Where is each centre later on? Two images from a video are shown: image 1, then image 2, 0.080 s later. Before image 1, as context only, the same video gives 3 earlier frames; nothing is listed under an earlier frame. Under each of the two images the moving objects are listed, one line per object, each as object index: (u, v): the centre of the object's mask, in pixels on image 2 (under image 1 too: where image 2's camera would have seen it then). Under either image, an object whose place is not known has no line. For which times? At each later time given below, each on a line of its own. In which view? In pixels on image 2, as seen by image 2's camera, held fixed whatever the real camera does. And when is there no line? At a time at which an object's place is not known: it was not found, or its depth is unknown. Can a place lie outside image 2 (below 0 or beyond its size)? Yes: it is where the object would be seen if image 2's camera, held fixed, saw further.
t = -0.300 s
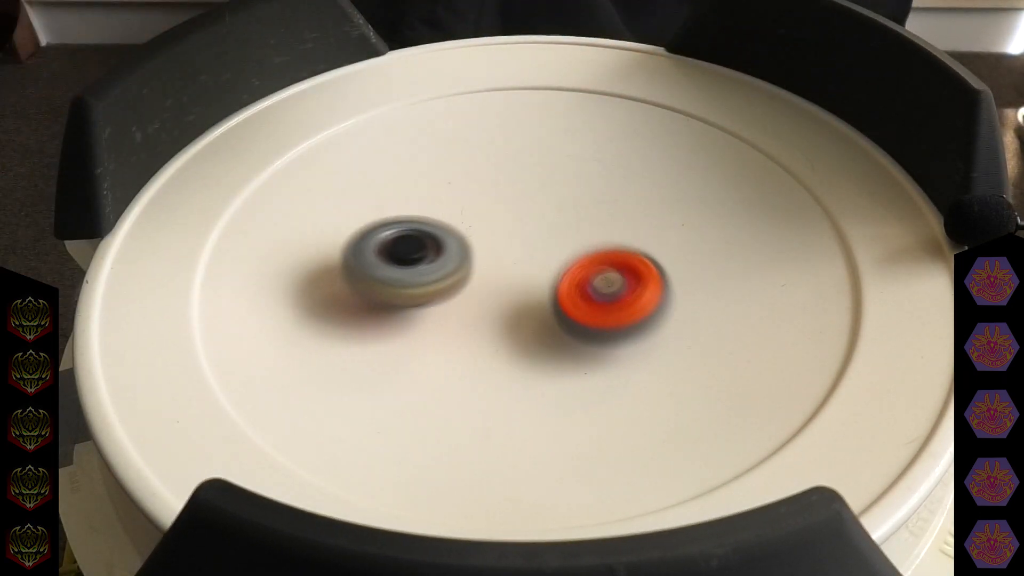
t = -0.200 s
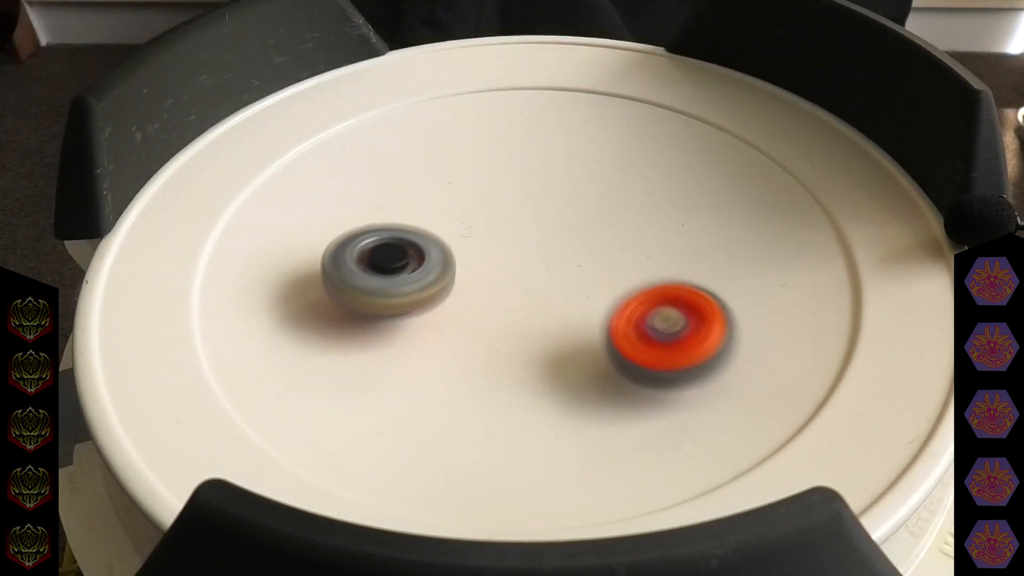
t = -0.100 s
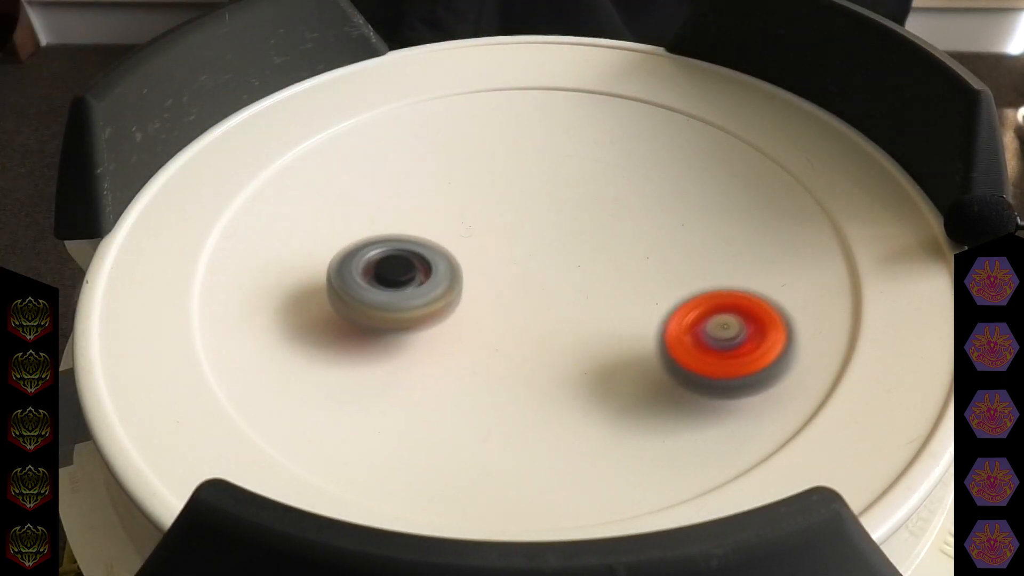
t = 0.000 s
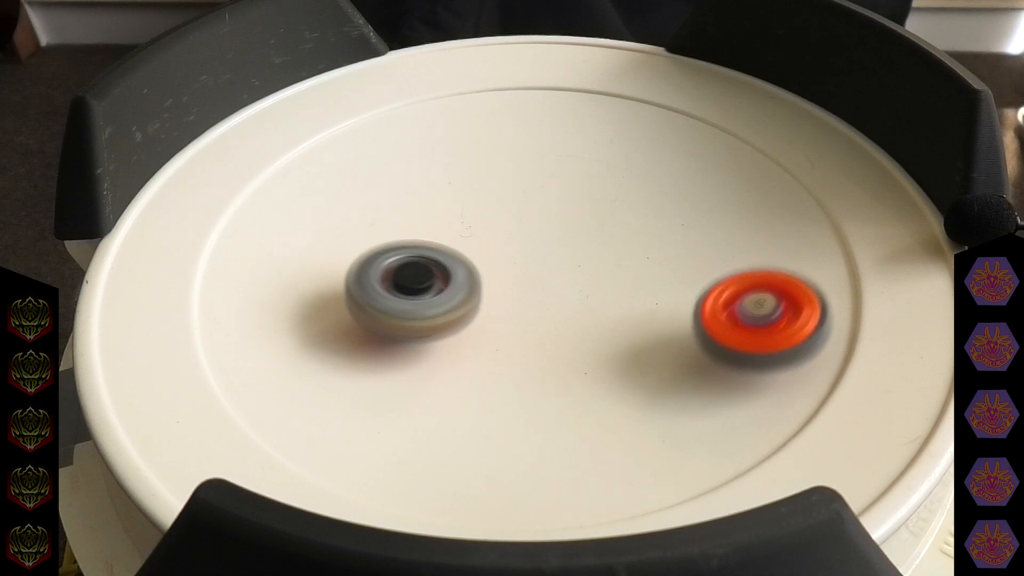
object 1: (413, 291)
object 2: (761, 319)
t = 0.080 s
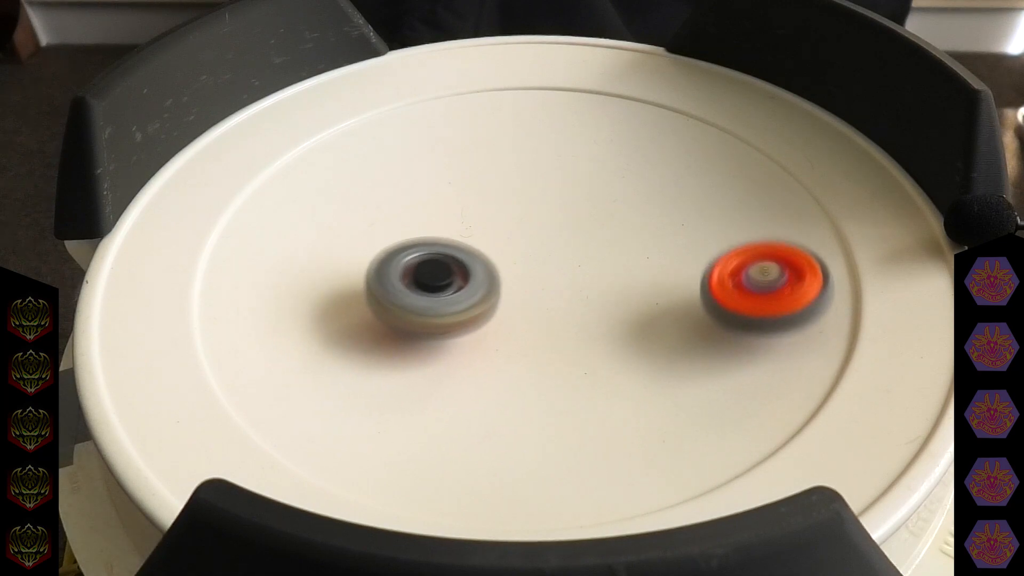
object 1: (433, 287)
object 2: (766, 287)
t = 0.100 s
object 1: (438, 286)
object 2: (763, 277)
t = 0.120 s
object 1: (443, 284)
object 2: (760, 268)
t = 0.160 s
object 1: (454, 279)
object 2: (748, 249)
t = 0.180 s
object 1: (459, 276)
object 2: (738, 239)
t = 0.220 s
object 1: (469, 269)
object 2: (709, 223)
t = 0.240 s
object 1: (473, 266)
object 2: (691, 217)
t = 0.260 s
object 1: (476, 262)
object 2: (670, 212)
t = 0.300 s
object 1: (483, 254)
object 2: (625, 207)
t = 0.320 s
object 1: (485, 251)
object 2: (600, 207)
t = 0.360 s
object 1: (434, 258)
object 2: (599, 181)
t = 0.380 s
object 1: (390, 268)
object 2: (618, 165)
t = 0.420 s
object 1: (308, 282)
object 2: (648, 129)
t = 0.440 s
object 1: (267, 290)
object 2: (660, 115)
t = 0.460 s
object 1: (235, 294)
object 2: (667, 102)
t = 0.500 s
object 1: (183, 295)
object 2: (674, 86)
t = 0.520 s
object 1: (167, 295)
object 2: (669, 85)
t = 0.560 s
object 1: (141, 311)
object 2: (646, 95)
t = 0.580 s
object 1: (138, 312)
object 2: (629, 104)
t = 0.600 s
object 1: (136, 320)
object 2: (610, 111)
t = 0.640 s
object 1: (141, 327)
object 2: (568, 133)
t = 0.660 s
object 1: (149, 334)
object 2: (544, 144)
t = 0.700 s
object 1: (175, 345)
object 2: (495, 172)
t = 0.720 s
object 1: (189, 348)
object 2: (468, 187)
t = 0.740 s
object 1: (209, 349)
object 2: (444, 203)
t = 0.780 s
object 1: (249, 364)
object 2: (396, 236)
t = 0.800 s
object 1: (272, 364)
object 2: (376, 254)
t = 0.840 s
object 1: (313, 372)
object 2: (350, 284)
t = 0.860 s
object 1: (295, 396)
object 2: (382, 244)
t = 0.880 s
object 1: (287, 423)
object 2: (416, 196)
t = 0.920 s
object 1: (390, 405)
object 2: (489, 121)
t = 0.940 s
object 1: (451, 405)
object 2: (523, 97)
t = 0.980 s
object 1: (583, 435)
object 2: (580, 79)
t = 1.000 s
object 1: (647, 458)
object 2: (604, 59)
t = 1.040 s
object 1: (735, 425)
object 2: (632, 25)
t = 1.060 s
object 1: (766, 377)
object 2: (643, 22)
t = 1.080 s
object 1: (798, 340)
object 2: (645, 22)
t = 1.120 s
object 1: (843, 297)
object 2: (630, 30)
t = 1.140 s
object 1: (857, 290)
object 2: (618, 29)
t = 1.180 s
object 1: (842, 208)
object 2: (592, 40)
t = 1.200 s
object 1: (828, 175)
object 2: (578, 45)
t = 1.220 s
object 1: (808, 148)
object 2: (561, 54)
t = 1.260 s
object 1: (772, 129)
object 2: (526, 79)
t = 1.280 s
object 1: (743, 106)
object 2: (505, 94)
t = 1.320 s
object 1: (672, 78)
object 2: (462, 125)
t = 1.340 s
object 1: (637, 74)
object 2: (439, 143)
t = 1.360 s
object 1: (601, 60)
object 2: (416, 161)
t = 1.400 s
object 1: (536, 46)
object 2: (373, 203)
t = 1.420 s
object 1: (505, 43)
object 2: (353, 222)
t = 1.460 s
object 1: (445, 40)
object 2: (323, 266)
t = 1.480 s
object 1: (418, 40)
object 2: (312, 286)
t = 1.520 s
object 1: (394, 57)
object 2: (297, 333)
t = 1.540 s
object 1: (384, 76)
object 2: (298, 355)
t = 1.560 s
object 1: (377, 97)
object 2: (304, 375)
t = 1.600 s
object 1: (364, 136)
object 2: (327, 418)
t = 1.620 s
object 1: (359, 157)
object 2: (345, 442)
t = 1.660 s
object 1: (353, 197)
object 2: (398, 471)
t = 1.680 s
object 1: (352, 215)
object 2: (439, 473)
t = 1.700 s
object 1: (353, 235)
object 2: (481, 469)
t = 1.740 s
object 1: (359, 272)
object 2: (558, 458)
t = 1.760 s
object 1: (365, 290)
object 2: (596, 449)
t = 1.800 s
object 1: (385, 324)
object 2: (664, 422)
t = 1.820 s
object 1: (398, 338)
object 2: (693, 408)
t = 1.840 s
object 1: (413, 349)
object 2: (720, 394)
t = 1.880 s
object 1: (446, 368)
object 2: (766, 355)
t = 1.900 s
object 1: (464, 374)
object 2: (780, 333)
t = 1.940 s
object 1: (503, 380)
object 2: (792, 293)
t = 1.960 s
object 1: (522, 379)
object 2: (792, 272)
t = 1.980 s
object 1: (541, 377)
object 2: (786, 253)
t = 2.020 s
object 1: (575, 366)
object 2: (764, 219)
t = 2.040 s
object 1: (591, 360)
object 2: (747, 204)
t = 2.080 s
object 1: (617, 348)
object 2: (704, 178)
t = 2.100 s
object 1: (627, 339)
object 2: (679, 169)
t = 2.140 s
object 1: (641, 322)
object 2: (628, 153)
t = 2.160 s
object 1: (645, 314)
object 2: (601, 147)
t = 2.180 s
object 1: (647, 306)
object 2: (574, 144)
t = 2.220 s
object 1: (649, 290)
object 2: (520, 140)
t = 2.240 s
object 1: (648, 283)
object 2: (491, 141)
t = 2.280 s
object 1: (644, 268)
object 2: (437, 146)
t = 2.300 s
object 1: (641, 261)
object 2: (412, 150)
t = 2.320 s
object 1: (638, 254)
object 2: (386, 157)
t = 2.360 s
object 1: (630, 243)
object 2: (336, 176)
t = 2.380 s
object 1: (624, 237)
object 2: (315, 183)
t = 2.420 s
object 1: (611, 228)
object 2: (269, 209)
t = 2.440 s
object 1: (603, 224)
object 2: (246, 228)
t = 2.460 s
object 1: (594, 221)
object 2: (227, 245)
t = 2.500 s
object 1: (577, 217)
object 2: (198, 279)
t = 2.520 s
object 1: (567, 215)
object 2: (189, 296)
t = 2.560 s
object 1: (550, 213)
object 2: (221, 332)
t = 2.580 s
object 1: (541, 213)
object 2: (245, 353)
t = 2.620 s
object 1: (524, 214)
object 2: (297, 387)
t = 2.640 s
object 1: (517, 215)
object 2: (326, 409)
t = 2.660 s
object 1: (509, 216)
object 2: (357, 425)
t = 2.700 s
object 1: (496, 220)
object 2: (428, 447)
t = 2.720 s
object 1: (489, 223)
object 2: (469, 453)
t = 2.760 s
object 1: (479, 229)
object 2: (550, 451)
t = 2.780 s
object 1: (474, 232)
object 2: (584, 443)
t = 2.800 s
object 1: (469, 236)
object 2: (619, 430)
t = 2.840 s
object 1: (462, 243)
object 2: (675, 393)
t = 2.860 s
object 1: (459, 247)
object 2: (693, 371)
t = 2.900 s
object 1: (455, 255)
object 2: (714, 327)
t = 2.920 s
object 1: (454, 259)
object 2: (717, 304)
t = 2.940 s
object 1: (453, 262)
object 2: (716, 282)
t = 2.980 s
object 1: (453, 269)
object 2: (704, 243)
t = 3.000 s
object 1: (453, 273)
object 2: (693, 224)
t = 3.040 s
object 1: (454, 279)
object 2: (665, 192)
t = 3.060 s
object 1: (455, 282)
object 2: (648, 177)
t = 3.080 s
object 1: (457, 285)
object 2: (630, 165)
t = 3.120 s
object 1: (461, 290)
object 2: (591, 143)
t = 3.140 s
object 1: (463, 293)
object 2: (572, 133)
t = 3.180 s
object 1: (469, 297)
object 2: (527, 120)
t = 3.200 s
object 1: (472, 299)
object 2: (503, 113)
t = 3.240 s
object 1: (480, 301)
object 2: (460, 110)
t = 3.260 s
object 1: (484, 301)
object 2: (440, 109)
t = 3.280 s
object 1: (488, 301)
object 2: (417, 111)
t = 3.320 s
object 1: (497, 300)
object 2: (372, 118)
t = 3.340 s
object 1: (501, 299)
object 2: (351, 122)
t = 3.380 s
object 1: (509, 296)
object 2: (308, 135)
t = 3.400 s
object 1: (513, 294)
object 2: (287, 145)
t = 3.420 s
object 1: (517, 293)
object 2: (266, 156)
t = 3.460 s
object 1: (524, 287)
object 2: (233, 180)
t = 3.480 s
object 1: (527, 284)
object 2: (230, 196)
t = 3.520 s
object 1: (533, 278)
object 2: (233, 239)
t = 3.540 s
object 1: (535, 274)
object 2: (237, 260)
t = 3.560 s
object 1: (537, 271)
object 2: (244, 278)
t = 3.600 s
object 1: (538, 264)
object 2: (268, 317)
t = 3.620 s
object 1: (539, 260)
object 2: (288, 335)
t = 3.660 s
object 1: (538, 253)
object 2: (344, 366)
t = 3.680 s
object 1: (538, 250)
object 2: (377, 379)
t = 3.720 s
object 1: (536, 243)
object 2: (452, 392)
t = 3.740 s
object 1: (534, 240)
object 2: (488, 391)
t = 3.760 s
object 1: (533, 237)
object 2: (526, 387)
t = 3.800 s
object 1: (529, 230)
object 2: (594, 366)
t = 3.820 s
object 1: (527, 227)
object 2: (621, 353)
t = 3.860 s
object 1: (522, 222)
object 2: (668, 320)
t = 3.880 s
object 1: (519, 220)
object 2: (683, 302)
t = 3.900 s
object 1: (516, 218)
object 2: (692, 284)
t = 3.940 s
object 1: (509, 215)
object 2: (702, 252)
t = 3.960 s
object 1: (506, 214)
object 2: (701, 234)
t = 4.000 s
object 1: (499, 212)
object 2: (694, 201)
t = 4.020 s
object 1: (496, 211)
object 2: (688, 186)
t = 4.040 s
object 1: (493, 211)
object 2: (681, 172)
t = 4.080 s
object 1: (486, 211)
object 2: (658, 143)
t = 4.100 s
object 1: (483, 212)
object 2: (645, 130)
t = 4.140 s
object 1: (478, 213)
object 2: (616, 111)
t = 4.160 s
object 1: (475, 213)
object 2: (601, 104)
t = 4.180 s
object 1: (473, 215)
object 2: (584, 96)
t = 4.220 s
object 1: (469, 217)
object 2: (548, 86)
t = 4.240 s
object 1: (467, 218)
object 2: (529, 81)
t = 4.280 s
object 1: (466, 222)
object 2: (491, 77)
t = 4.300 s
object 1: (466, 225)
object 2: (473, 77)
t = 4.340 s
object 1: (467, 229)
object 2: (432, 79)
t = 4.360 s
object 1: (469, 231)
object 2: (410, 83)
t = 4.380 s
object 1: (471, 233)
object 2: (388, 87)
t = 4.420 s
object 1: (476, 236)
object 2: (346, 103)
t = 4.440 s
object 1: (479, 238)
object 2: (325, 116)
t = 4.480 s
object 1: (487, 240)
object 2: (291, 146)
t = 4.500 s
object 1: (490, 241)
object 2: (278, 164)
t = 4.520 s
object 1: (495, 242)
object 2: (269, 183)
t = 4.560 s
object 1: (503, 243)
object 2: (265, 227)
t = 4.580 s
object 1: (507, 243)
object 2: (271, 250)
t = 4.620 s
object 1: (517, 243)
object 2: (300, 296)
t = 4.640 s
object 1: (521, 243)
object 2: (322, 318)
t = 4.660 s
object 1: (525, 242)
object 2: (350, 339)
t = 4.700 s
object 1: (533, 240)
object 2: (415, 370)
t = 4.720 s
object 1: (536, 238)
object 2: (453, 382)
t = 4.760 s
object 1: (542, 235)
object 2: (534, 394)
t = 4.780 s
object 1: (545, 234)
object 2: (572, 393)
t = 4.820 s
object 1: (549, 230)
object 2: (646, 376)
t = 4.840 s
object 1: (550, 228)
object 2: (675, 363)
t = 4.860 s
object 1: (552, 227)
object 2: (700, 353)
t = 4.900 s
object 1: (554, 223)
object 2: (734, 323)
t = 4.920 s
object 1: (555, 221)
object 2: (749, 302)
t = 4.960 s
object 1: (555, 218)
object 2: (770, 267)
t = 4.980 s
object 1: (554, 217)
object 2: (776, 248)
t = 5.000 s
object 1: (553, 215)
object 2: (777, 233)
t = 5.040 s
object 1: (550, 212)
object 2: (773, 198)
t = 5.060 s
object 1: (548, 210)
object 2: (769, 183)
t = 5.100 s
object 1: (544, 208)
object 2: (757, 152)
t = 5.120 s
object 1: (541, 207)
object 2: (748, 140)
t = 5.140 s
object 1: (539, 207)
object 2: (737, 127)
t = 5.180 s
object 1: (533, 207)
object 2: (709, 104)
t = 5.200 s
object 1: (530, 208)
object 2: (692, 94)
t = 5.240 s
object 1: (524, 210)
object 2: (655, 80)
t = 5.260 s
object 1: (521, 212)
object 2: (635, 76)
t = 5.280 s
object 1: (519, 213)
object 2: (611, 73)
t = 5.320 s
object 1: (516, 218)
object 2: (562, 70)
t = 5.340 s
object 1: (514, 220)
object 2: (537, 73)
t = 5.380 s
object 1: (513, 225)
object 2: (483, 83)
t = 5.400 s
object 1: (513, 227)
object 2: (458, 92)
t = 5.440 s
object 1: (512, 233)
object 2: (411, 113)
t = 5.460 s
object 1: (512, 235)
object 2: (389, 128)
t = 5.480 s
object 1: (513, 238)
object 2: (370, 143)
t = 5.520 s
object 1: (515, 244)
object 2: (339, 180)
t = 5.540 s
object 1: (516, 246)
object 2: (329, 201)
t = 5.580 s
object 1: (520, 252)
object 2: (316, 244)
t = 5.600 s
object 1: (522, 254)
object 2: (315, 268)
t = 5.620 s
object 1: (525, 256)
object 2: (317, 291)
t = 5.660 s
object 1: (529, 260)
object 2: (335, 336)
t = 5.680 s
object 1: (532, 262)
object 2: (351, 358)
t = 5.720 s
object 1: (537, 265)
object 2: (391, 397)
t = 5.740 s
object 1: (540, 266)
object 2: (419, 412)
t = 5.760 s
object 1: (542, 267)
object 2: (452, 427)
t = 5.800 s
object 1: (547, 268)
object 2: (521, 444)
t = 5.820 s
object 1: (550, 268)
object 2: (555, 446)
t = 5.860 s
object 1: (554, 268)
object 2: (625, 440)
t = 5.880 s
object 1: (556, 268)
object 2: (657, 434)
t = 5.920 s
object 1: (560, 267)
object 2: (712, 414)
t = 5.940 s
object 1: (562, 266)
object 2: (736, 401)
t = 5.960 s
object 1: (564, 265)
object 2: (756, 383)
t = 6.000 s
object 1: (566, 263)
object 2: (783, 352)
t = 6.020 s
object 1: (567, 262)
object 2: (795, 336)
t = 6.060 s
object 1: (568, 259)
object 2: (810, 302)
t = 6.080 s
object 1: (568, 257)
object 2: (814, 280)
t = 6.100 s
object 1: (567, 256)
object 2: (813, 266)
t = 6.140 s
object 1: (564, 252)
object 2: (805, 231)
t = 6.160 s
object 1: (562, 251)
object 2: (797, 216)
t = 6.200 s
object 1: (557, 248)
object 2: (774, 190)
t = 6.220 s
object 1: (554, 248)
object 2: (759, 177)
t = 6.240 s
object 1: (551, 247)
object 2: (739, 168)
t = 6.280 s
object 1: (545, 247)
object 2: (693, 146)
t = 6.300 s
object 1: (541, 246)
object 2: (667, 141)
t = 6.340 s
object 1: (535, 247)
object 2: (613, 134)
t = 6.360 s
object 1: (532, 247)
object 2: (585, 133)
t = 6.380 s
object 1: (529, 247)
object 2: (555, 133)
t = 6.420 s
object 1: (523, 247)
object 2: (498, 139)
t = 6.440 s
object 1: (520, 247)
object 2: (470, 144)
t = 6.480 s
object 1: (515, 248)
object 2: (416, 159)
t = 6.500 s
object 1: (512, 248)
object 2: (390, 169)
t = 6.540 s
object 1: (506, 249)
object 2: (348, 190)
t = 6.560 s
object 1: (503, 250)
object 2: (327, 204)
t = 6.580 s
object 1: (500, 251)
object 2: (308, 219)
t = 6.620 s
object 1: (495, 252)
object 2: (284, 250)
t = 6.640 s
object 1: (493, 254)
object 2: (273, 270)
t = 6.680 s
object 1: (489, 256)
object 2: (260, 309)
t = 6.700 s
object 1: (487, 257)
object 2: (261, 329)
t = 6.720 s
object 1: (486, 259)
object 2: (265, 351)
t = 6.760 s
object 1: (484, 261)
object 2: (288, 393)
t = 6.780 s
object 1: (483, 263)
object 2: (303, 414)
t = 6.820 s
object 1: (482, 265)
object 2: (350, 450)
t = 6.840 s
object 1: (481, 266)
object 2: (379, 463)
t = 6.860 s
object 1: (482, 267)
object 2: (410, 471)
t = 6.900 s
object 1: (482, 269)
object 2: (483, 481)
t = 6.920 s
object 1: (483, 269)
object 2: (522, 480)
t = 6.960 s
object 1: (485, 270)
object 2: (596, 473)
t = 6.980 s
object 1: (487, 271)
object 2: (632, 463)
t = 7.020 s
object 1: (490, 271)
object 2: (696, 433)
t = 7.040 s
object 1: (491, 271)
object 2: (722, 415)
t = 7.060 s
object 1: (493, 271)
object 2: (742, 393)
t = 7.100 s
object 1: (496, 270)
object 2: (768, 347)
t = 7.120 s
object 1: (497, 270)
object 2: (772, 322)
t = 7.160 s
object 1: (501, 269)
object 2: (768, 276)
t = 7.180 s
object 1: (503, 268)
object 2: (759, 254)
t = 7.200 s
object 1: (505, 267)
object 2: (748, 234)
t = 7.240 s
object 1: (510, 264)
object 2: (715, 199)
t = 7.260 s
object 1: (512, 262)
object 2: (695, 183)
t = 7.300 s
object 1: (516, 258)
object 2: (649, 157)
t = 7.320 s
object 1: (517, 256)
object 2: (627, 146)
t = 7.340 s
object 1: (519, 254)
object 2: (603, 137)
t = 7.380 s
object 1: (520, 249)
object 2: (551, 123)
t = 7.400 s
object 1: (521, 247)
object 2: (526, 120)
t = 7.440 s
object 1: (521, 243)
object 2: (476, 116)
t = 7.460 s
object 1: (521, 241)
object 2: (452, 116)
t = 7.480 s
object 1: (521, 238)
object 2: (428, 116)
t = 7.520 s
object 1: (520, 234)
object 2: (378, 126)
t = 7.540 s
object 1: (520, 232)
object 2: (355, 131)
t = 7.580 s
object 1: (518, 228)
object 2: (307, 148)
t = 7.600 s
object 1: (517, 226)
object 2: (284, 159)
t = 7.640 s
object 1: (515, 224)
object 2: (242, 185)
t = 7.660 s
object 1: (514, 222)
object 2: (224, 200)
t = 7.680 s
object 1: (513, 221)
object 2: (207, 217)
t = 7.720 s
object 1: (511, 218)
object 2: (200, 257)
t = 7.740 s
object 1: (510, 217)
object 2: (201, 279)
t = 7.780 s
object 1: (507, 216)
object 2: (211, 323)
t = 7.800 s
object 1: (506, 215)
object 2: (220, 345)
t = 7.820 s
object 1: (505, 215)
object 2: (235, 366)
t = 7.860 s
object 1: (503, 214)
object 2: (277, 407)
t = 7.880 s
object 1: (501, 214)
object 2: (307, 425)
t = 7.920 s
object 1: (499, 214)
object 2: (381, 448)
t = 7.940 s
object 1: (497, 215)
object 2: (423, 454)
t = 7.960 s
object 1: (496, 215)
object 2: (466, 454)
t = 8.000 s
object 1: (494, 217)
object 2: (550, 439)
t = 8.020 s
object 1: (494, 218)
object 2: (588, 423)
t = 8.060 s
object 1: (493, 221)
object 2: (649, 386)
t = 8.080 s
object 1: (494, 223)
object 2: (674, 363)
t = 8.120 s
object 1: (495, 226)
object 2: (702, 317)
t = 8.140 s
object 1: (497, 227)
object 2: (710, 293)
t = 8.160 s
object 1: (499, 229)
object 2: (714, 271)
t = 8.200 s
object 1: (503, 232)
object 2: (709, 229)
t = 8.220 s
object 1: (506, 233)
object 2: (702, 212)
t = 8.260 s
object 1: (511, 235)
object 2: (683, 177)
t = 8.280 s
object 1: (515, 236)
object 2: (670, 161)
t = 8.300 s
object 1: (518, 237)
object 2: (654, 147)
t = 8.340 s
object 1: (523, 237)
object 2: (618, 122)
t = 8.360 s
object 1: (526, 237)
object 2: (598, 112)
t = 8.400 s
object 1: (532, 237)
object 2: (556, 94)
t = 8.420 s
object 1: (534, 236)
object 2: (535, 88)
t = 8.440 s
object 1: (537, 236)
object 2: (513, 82)
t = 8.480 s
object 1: (542, 235)
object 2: (468, 77)
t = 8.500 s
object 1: (543, 234)
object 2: (445, 77)
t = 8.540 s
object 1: (546, 233)
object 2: (400, 82)
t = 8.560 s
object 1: (547, 233)
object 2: (378, 88)
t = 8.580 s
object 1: (547, 232)
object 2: (359, 97)
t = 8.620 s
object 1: (548, 231)
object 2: (319, 119)
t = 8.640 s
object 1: (548, 230)
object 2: (301, 133)
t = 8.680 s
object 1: (548, 229)
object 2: (271, 163)
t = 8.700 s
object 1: (548, 229)
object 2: (262, 180)
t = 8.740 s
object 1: (548, 228)
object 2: (254, 218)
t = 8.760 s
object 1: (548, 228)
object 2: (256, 238)
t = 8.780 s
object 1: (548, 228)
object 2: (264, 261)
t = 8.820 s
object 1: (547, 228)
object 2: (293, 304)
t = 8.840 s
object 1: (547, 228)
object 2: (316, 324)
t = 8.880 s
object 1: (545, 229)
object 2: (376, 359)
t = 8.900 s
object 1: (544, 229)
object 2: (411, 371)
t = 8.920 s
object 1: (543, 229)
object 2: (449, 381)
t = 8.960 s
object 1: (540, 230)
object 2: (527, 386)
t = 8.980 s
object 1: (538, 230)
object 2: (565, 383)
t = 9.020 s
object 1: (535, 232)
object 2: (634, 367)
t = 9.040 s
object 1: (534, 233)
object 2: (664, 352)
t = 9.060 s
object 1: (533, 234)
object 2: (688, 337)
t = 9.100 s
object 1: (530, 236)
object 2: (723, 305)
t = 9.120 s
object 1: (529, 239)
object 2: (736, 289)
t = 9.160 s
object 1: (527, 241)
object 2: (751, 251)
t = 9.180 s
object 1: (527, 243)
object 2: (753, 234)
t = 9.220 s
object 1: (525, 246)
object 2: (753, 200)
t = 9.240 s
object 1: (525, 248)
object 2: (748, 183)
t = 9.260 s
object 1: (525, 250)
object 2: (741, 167)
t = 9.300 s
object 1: (525, 253)
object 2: (719, 135)
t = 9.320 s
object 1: (525, 255)
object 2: (705, 120)
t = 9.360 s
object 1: (526, 259)
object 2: (670, 96)
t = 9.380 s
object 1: (526, 261)
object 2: (650, 85)
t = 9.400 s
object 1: (527, 263)
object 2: (629, 77)
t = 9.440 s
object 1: (529, 266)
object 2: (584, 66)
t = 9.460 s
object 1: (530, 267)
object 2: (558, 65)
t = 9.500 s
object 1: (532, 269)
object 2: (507, 70)
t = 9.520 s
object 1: (533, 270)
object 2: (482, 75)
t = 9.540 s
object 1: (534, 270)
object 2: (457, 80)
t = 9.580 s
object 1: (537, 271)
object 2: (412, 97)
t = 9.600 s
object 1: (538, 271)
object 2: (392, 108)
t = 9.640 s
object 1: (539, 270)
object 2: (361, 132)
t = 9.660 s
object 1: (540, 269)
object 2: (347, 145)
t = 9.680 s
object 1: (541, 268)
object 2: (336, 160)
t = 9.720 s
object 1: (541, 267)
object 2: (321, 192)
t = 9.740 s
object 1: (541, 266)
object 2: (319, 208)
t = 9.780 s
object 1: (540, 264)
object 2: (322, 239)
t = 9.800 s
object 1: (540, 263)
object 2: (327, 258)
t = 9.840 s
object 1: (537, 260)
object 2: (347, 294)
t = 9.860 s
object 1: (536, 259)
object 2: (362, 313)
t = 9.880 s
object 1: (534, 258)
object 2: (381, 331)
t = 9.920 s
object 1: (530, 256)
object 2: (430, 365)
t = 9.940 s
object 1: (528, 255)
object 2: (460, 378)
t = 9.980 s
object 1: (523, 253)
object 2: (528, 395)
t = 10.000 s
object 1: (520, 252)
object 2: (564, 397)
